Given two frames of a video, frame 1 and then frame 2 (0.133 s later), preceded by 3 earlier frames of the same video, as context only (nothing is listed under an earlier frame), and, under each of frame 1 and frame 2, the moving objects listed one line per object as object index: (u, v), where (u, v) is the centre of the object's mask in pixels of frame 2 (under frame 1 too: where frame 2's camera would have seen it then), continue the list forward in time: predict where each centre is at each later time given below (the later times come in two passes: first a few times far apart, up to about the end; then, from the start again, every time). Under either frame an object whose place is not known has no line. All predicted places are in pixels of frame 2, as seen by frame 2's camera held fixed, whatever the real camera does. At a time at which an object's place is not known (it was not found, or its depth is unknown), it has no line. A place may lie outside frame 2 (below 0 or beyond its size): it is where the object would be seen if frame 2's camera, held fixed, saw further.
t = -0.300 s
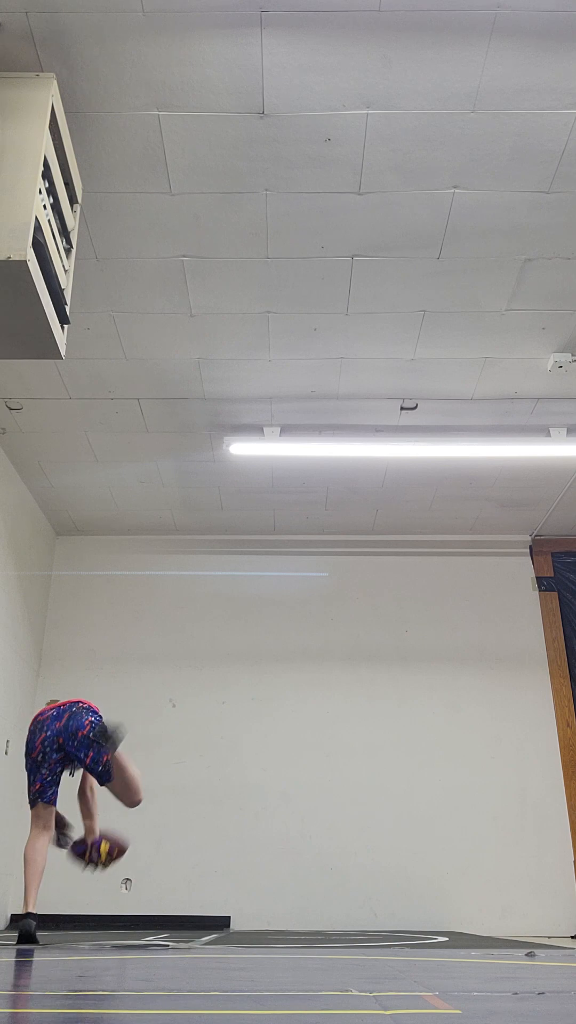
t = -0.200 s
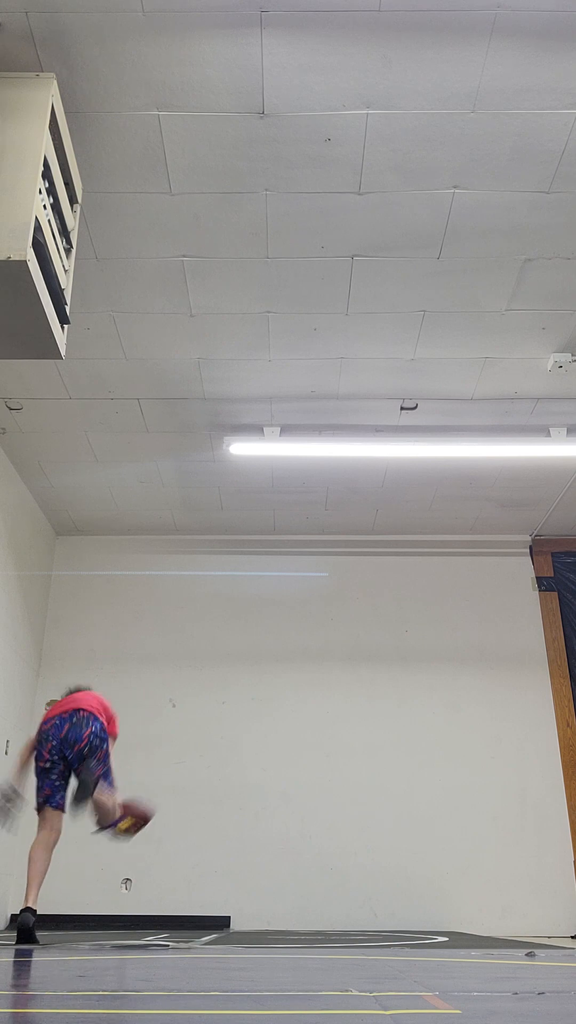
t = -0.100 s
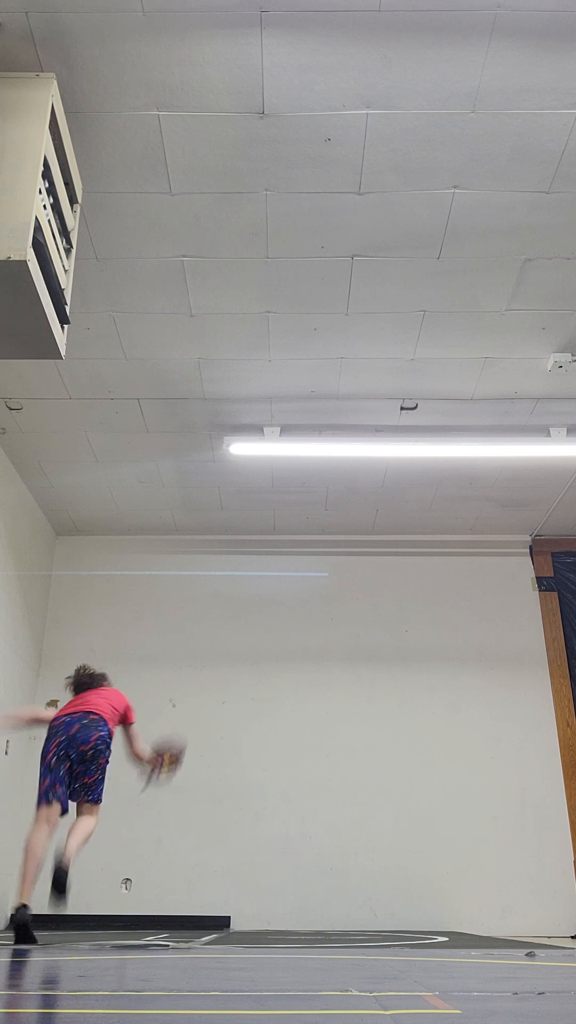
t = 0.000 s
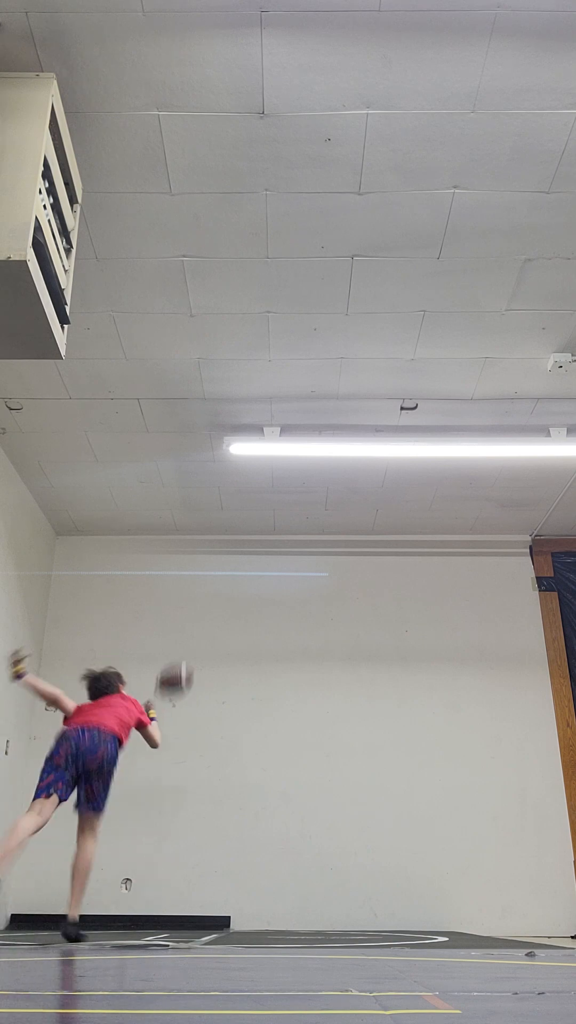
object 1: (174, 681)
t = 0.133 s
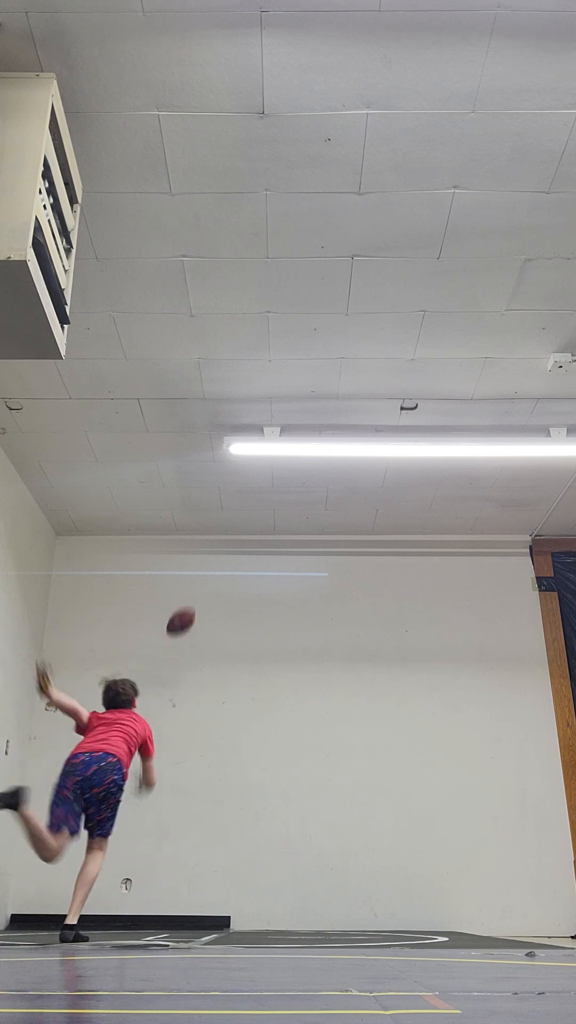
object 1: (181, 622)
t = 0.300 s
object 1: (185, 596)
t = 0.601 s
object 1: (177, 557)
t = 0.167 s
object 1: (182, 613)
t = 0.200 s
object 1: (182, 606)
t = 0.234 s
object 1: (183, 601)
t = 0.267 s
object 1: (184, 598)
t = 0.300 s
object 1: (185, 596)
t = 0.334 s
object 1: (185, 596)
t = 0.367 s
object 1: (185, 595)
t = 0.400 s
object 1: (185, 586)
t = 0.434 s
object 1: (183, 579)
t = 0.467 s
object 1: (182, 572)
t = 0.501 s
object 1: (181, 566)
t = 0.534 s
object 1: (180, 562)
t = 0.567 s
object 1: (178, 559)
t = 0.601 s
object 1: (177, 557)
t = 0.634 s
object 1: (175, 557)
